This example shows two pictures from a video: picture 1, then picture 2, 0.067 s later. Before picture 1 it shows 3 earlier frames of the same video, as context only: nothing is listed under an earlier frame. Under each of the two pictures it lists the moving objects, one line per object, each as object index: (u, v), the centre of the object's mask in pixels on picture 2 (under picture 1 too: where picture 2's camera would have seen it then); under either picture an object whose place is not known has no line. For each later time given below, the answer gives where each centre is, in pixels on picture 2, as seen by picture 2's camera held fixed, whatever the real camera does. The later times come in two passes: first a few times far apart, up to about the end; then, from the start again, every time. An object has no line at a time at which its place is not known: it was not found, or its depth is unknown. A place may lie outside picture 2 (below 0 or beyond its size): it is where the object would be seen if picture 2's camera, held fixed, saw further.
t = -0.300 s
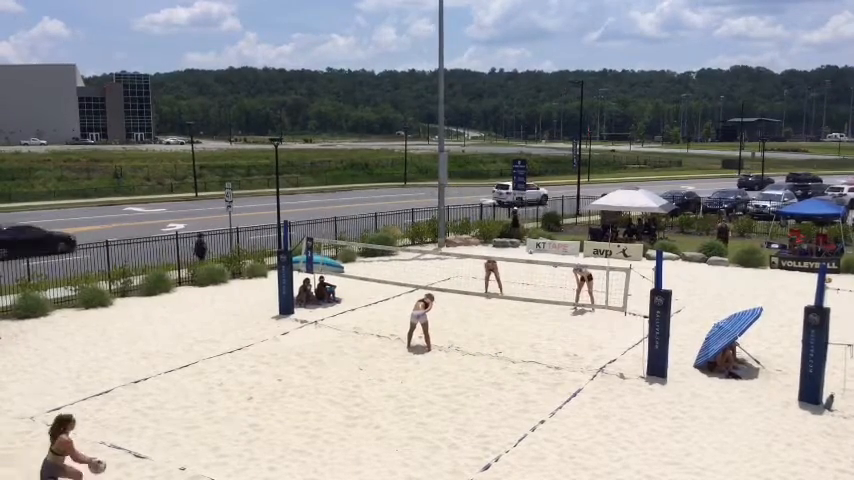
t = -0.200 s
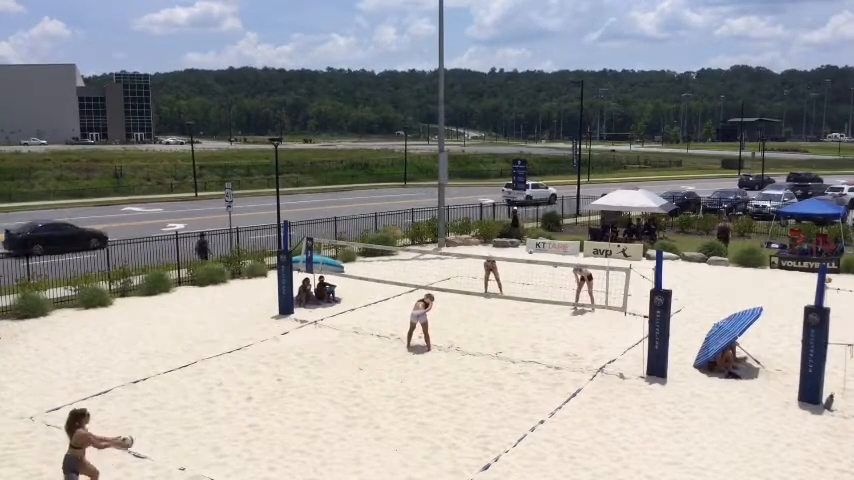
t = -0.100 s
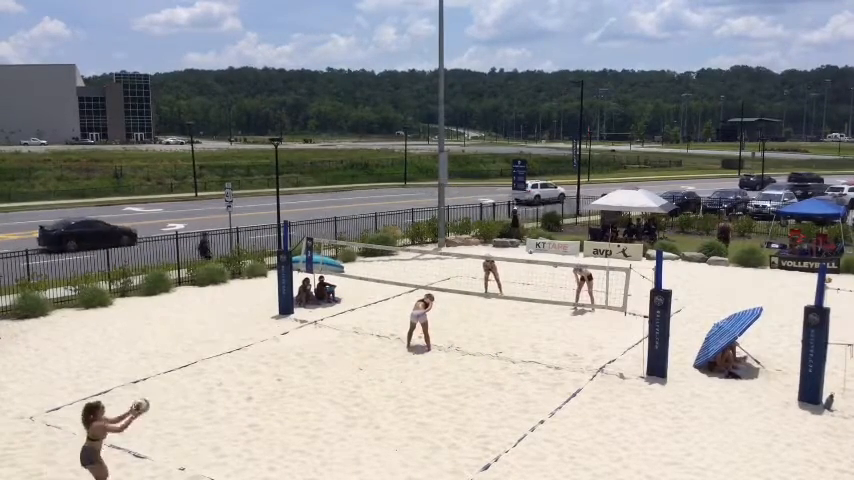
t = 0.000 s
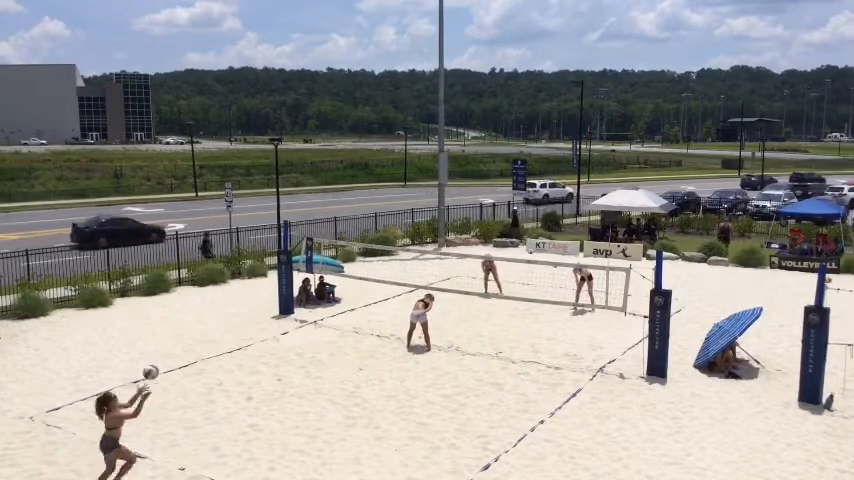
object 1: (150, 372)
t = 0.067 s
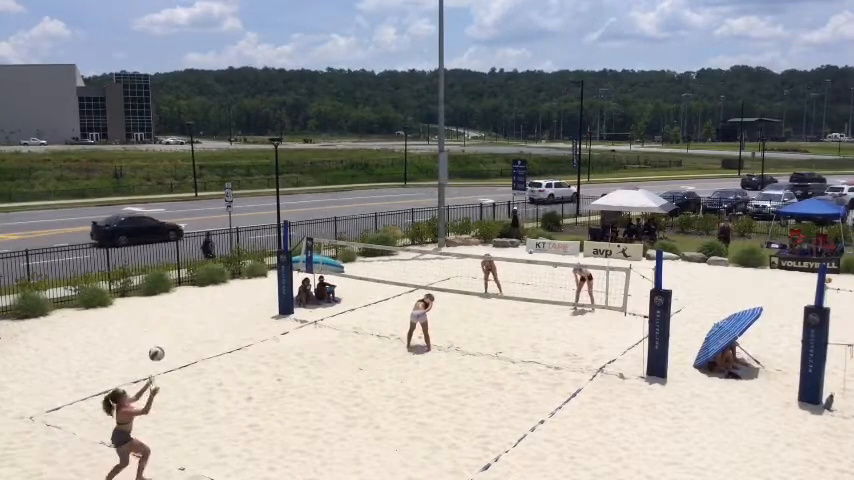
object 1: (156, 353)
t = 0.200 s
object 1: (168, 326)
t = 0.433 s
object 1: (188, 306)
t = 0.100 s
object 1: (159, 345)
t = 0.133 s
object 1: (162, 338)
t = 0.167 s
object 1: (165, 331)
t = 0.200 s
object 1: (168, 326)
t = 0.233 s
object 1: (171, 320)
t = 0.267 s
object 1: (173, 316)
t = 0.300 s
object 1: (176, 313)
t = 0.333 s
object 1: (179, 310)
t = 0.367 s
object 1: (182, 308)
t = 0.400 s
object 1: (185, 307)
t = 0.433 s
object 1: (188, 306)
